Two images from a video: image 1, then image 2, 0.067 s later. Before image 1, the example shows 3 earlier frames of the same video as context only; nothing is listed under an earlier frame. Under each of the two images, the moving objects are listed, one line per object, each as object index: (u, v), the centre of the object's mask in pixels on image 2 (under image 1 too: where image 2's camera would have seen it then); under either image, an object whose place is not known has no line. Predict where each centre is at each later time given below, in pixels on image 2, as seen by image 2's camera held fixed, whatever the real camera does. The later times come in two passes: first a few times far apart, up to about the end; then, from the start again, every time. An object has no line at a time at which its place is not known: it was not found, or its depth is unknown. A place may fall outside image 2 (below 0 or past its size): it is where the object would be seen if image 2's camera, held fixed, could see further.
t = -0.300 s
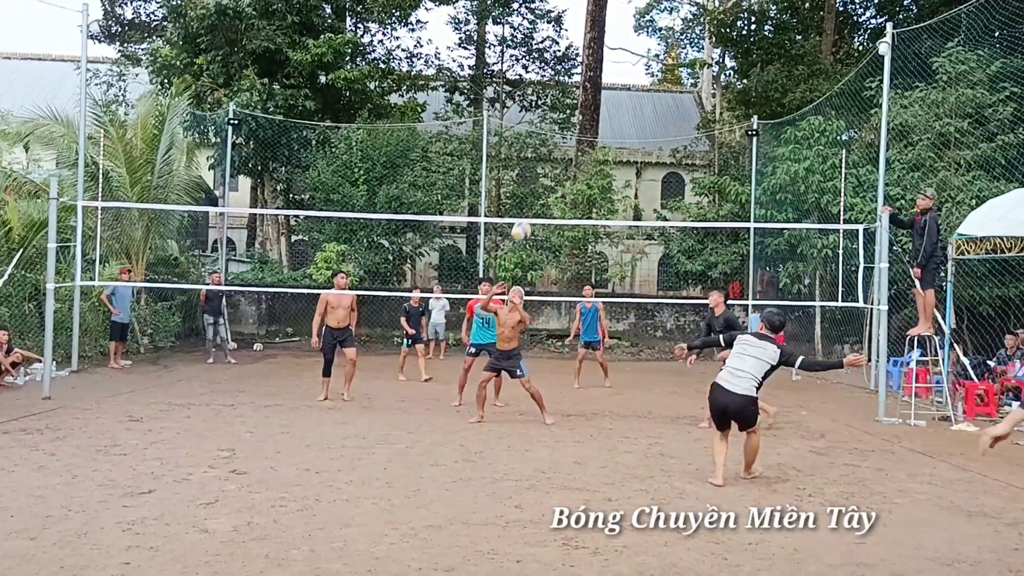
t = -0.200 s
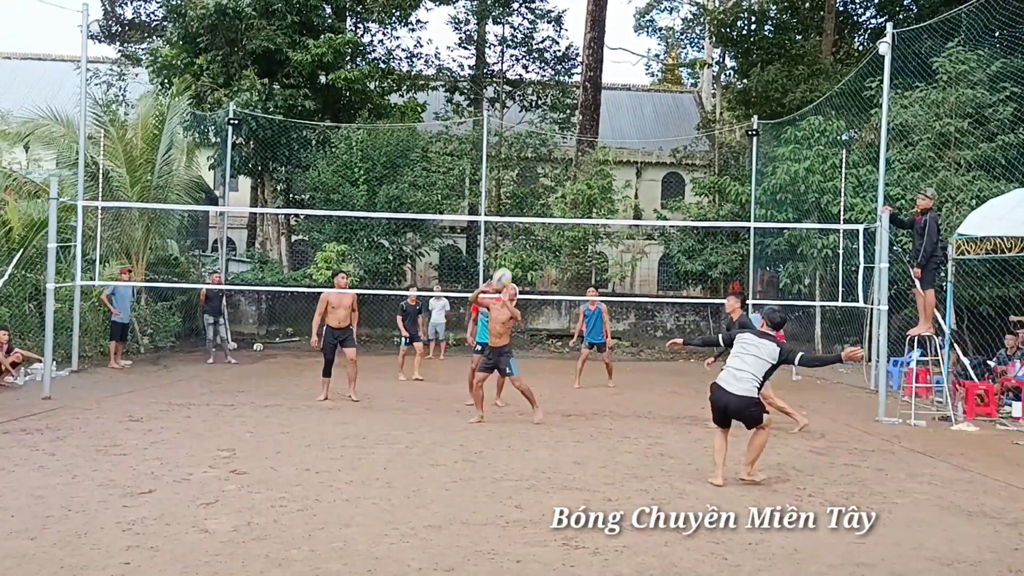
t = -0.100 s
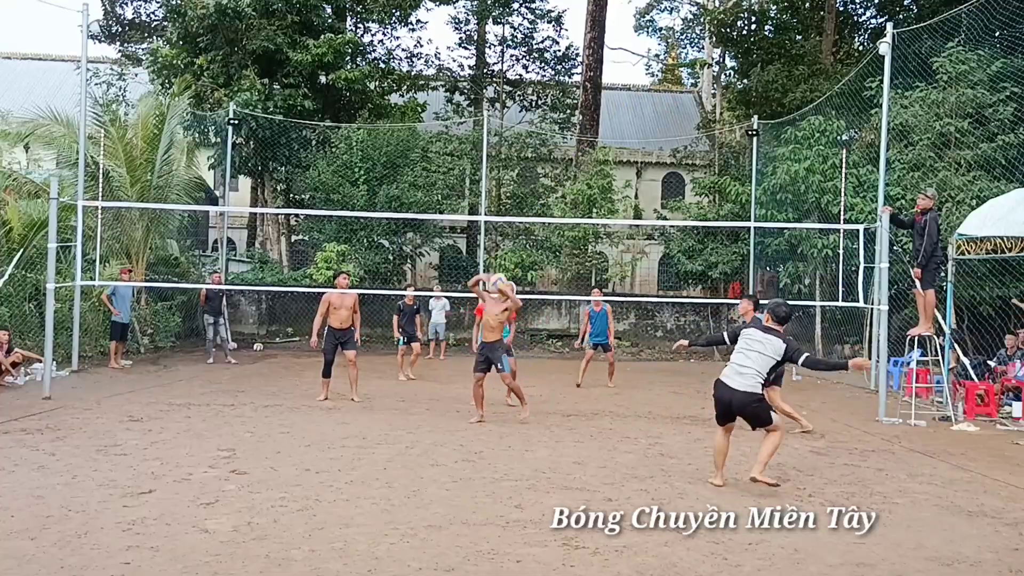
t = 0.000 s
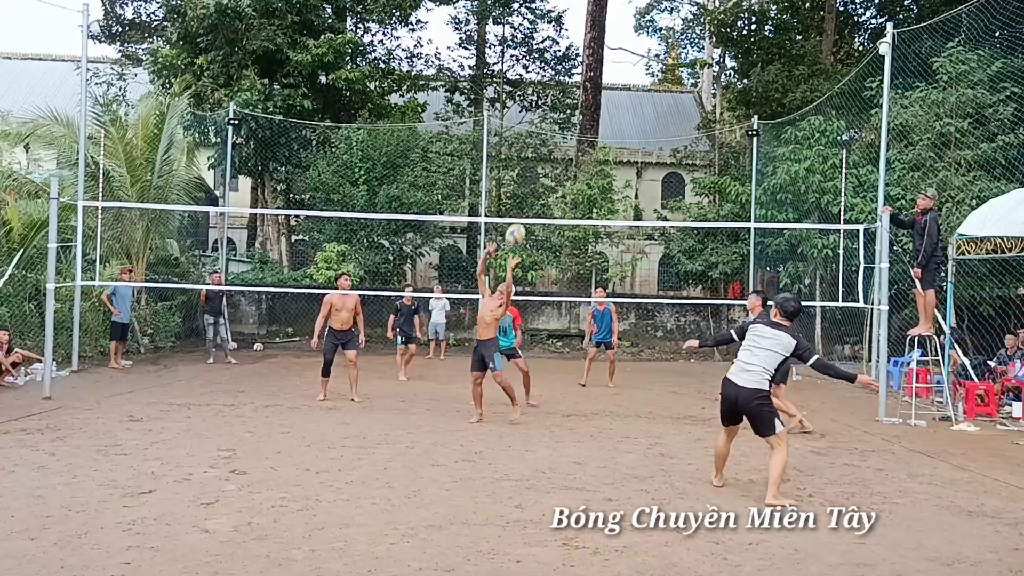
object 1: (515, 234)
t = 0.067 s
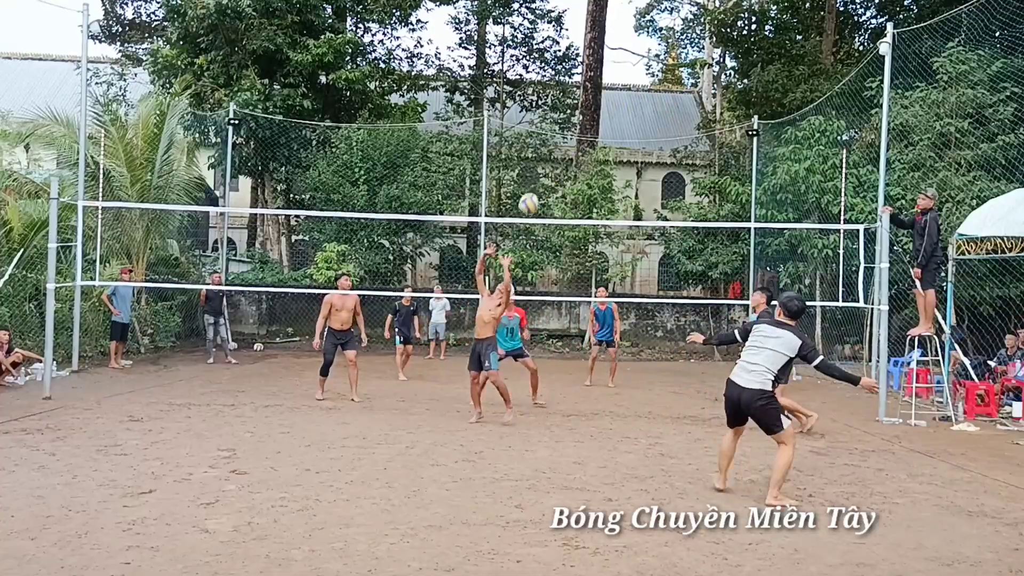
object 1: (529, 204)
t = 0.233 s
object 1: (560, 144)
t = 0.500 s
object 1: (608, 99)
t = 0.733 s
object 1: (646, 109)
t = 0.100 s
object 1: (535, 189)
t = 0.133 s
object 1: (541, 176)
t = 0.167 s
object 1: (547, 164)
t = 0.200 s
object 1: (554, 153)
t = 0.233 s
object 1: (560, 144)
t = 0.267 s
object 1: (567, 134)
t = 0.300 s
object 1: (573, 126)
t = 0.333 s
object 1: (579, 119)
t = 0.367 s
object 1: (585, 113)
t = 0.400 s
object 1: (590, 108)
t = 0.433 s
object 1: (595, 104)
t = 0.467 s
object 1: (602, 101)
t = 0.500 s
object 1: (608, 99)
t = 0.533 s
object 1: (614, 97)
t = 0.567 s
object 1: (620, 97)
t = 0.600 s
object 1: (625, 97)
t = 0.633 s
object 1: (630, 99)
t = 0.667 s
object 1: (635, 101)
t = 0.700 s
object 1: (641, 104)
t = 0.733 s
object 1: (646, 109)
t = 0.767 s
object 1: (651, 114)
